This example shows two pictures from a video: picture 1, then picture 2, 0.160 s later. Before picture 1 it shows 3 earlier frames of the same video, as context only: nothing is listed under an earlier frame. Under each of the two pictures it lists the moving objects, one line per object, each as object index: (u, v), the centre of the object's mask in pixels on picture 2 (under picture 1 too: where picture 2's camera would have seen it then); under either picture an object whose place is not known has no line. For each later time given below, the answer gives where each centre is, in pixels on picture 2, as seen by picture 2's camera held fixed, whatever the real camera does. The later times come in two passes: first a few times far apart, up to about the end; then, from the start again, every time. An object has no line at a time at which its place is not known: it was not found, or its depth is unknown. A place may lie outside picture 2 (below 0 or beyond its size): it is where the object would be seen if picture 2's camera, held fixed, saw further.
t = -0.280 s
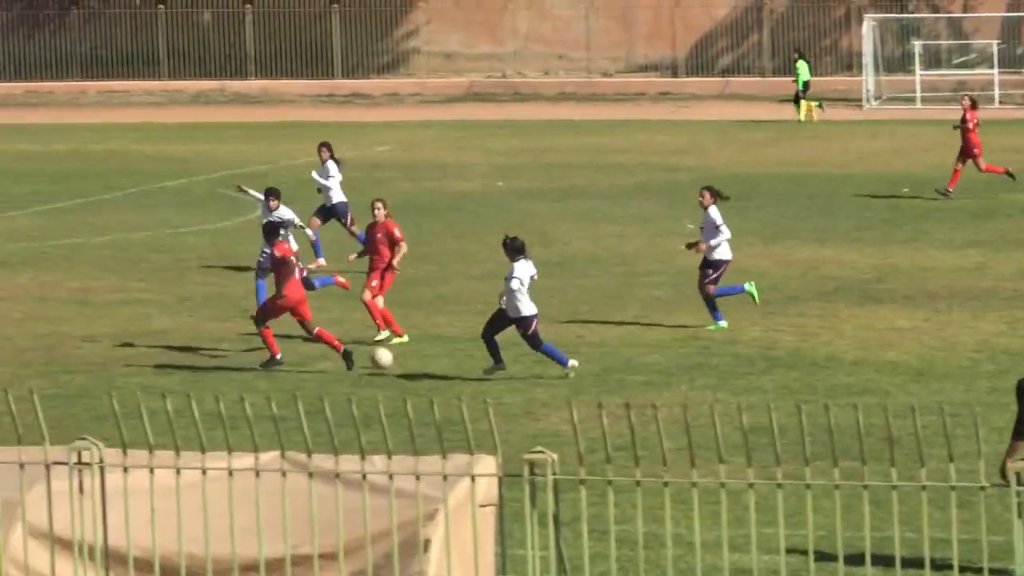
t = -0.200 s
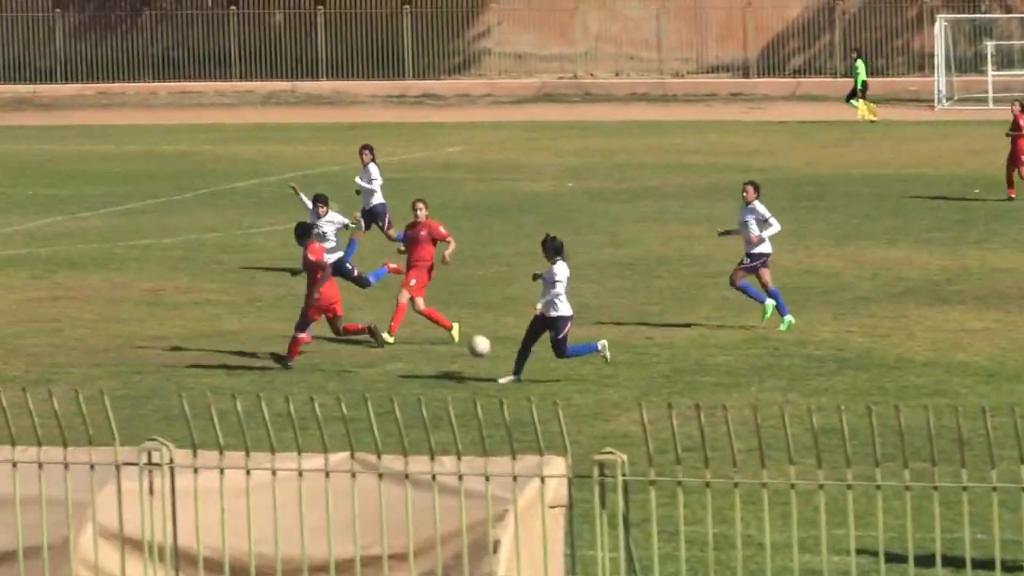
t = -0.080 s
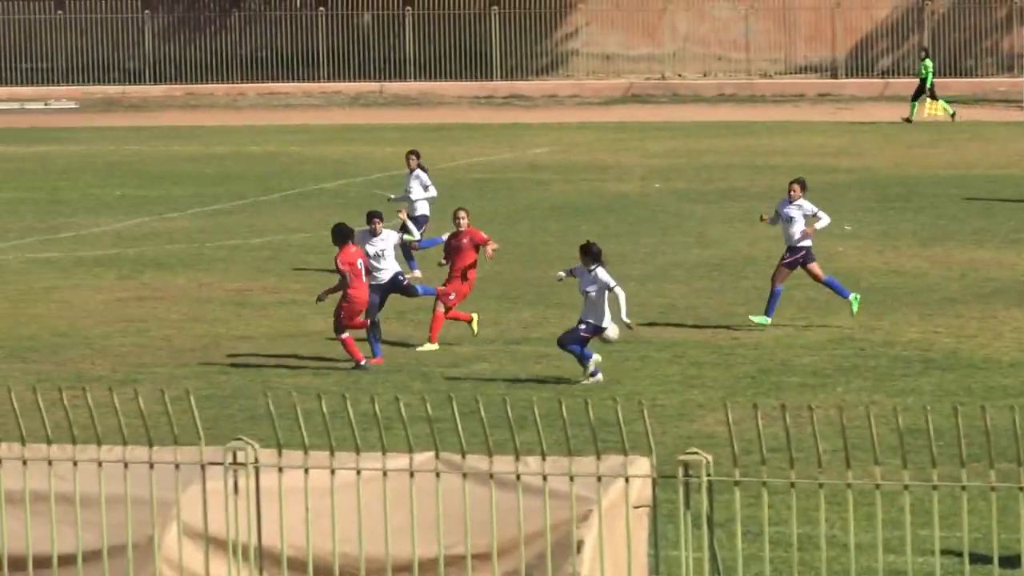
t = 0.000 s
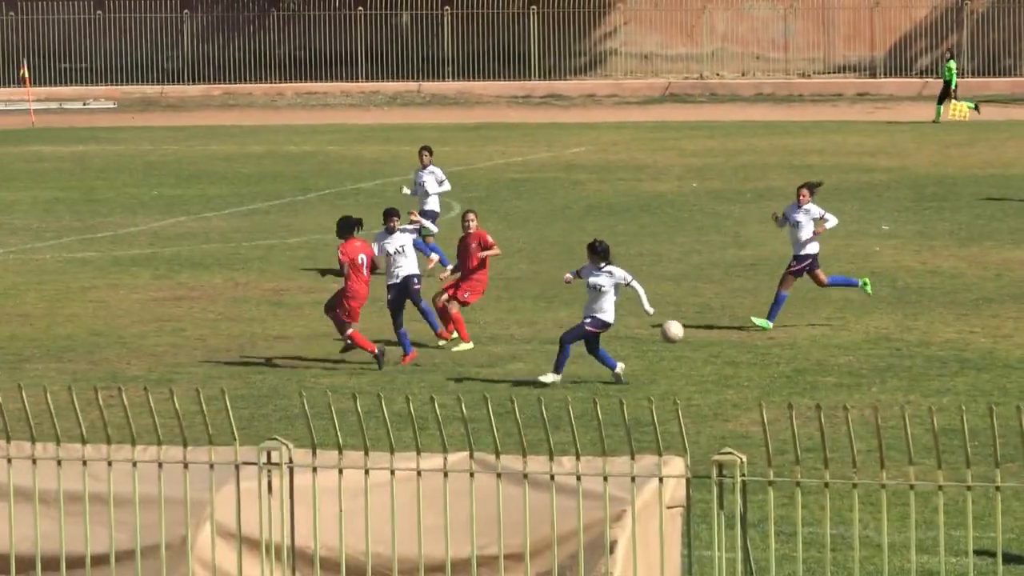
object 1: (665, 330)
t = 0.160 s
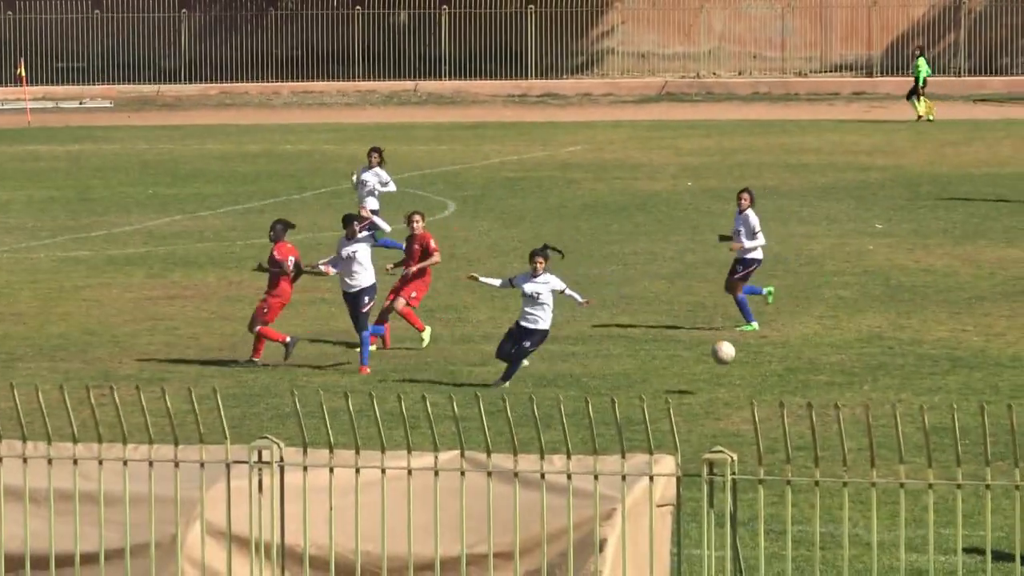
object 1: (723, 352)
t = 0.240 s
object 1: (753, 375)
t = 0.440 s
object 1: (828, 387)
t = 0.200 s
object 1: (737, 363)
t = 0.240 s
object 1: (753, 375)
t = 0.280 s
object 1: (768, 390)
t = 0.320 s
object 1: (783, 396)
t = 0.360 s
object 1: (798, 391)
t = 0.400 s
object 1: (812, 388)
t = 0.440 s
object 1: (828, 387)
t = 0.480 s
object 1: (844, 387)
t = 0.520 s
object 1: (859, 390)
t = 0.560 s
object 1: (876, 394)
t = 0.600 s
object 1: (891, 401)
